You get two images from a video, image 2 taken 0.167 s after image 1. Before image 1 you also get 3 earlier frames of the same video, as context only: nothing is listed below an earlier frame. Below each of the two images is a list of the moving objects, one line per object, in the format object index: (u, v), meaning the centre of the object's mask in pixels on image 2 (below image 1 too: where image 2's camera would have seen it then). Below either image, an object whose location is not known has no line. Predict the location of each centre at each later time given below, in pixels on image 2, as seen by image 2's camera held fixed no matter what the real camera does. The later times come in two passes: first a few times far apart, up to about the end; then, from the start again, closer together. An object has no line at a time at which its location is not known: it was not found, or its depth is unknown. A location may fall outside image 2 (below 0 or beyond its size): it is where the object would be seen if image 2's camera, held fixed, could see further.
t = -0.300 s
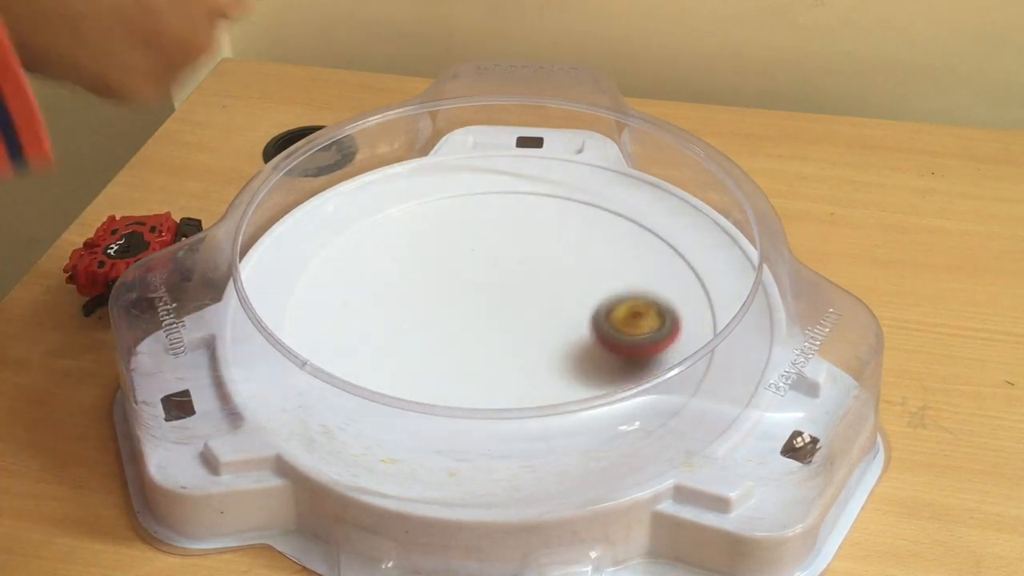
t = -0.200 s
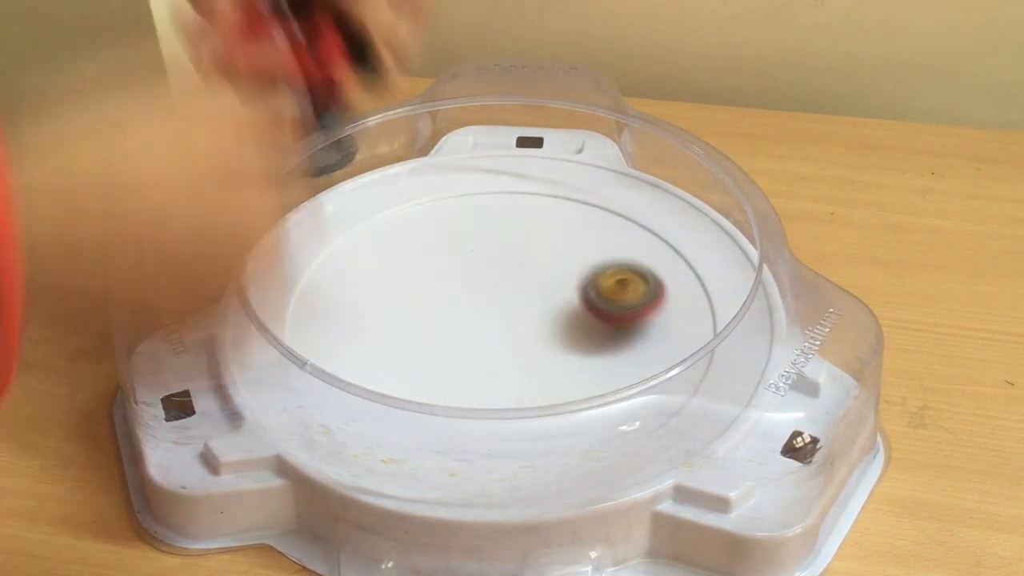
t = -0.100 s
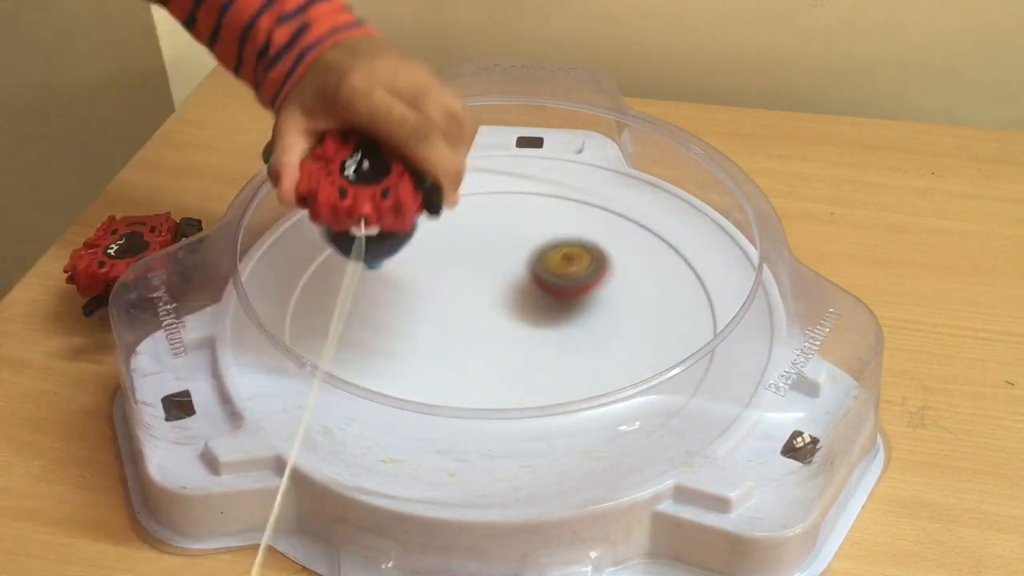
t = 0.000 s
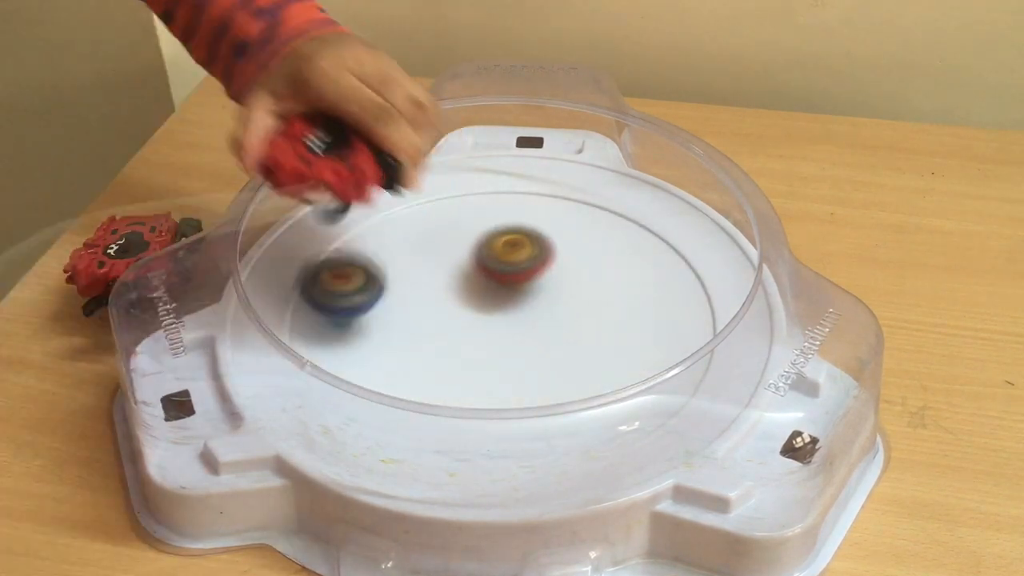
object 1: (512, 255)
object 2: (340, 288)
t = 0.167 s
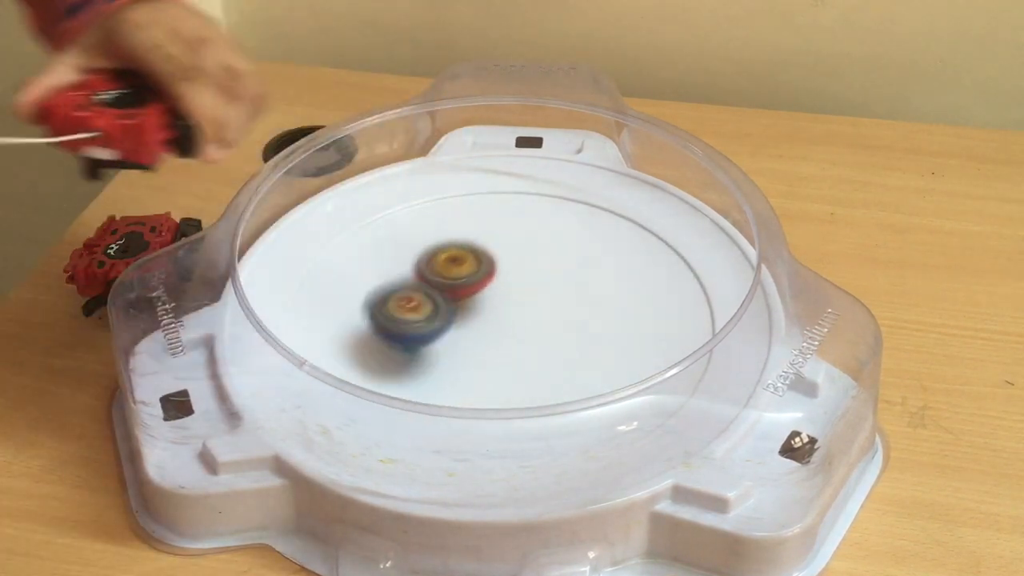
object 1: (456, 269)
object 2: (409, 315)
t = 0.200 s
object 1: (474, 262)
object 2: (401, 345)
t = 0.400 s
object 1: (560, 265)
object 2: (498, 424)
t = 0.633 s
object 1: (525, 288)
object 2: (619, 313)
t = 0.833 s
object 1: (449, 268)
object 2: (562, 257)
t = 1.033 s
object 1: (358, 291)
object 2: (581, 261)
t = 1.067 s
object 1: (360, 301)
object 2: (577, 265)
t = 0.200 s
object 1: (474, 262)
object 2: (401, 345)
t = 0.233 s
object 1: (494, 259)
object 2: (400, 367)
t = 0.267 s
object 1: (510, 253)
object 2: (404, 395)
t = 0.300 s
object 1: (527, 254)
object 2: (418, 412)
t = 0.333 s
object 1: (542, 258)
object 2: (439, 415)
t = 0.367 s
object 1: (552, 262)
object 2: (466, 424)
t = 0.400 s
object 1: (560, 265)
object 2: (498, 424)
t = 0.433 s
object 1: (564, 268)
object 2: (528, 425)
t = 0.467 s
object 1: (564, 271)
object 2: (559, 405)
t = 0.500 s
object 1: (561, 277)
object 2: (580, 377)
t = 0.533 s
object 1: (557, 284)
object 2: (598, 364)
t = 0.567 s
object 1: (550, 290)
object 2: (606, 345)
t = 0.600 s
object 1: (541, 295)
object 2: (611, 326)
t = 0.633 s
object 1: (525, 288)
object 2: (619, 313)
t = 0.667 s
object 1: (509, 280)
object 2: (619, 301)
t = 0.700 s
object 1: (495, 272)
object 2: (612, 290)
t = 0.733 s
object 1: (485, 268)
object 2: (600, 280)
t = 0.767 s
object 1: (478, 267)
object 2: (583, 272)
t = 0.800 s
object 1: (473, 270)
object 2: (563, 266)
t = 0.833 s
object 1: (449, 268)
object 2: (562, 257)
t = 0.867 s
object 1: (420, 271)
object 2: (572, 258)
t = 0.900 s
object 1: (393, 271)
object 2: (578, 258)
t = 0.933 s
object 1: (374, 272)
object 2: (582, 257)
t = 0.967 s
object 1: (363, 276)
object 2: (583, 258)
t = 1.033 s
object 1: (358, 291)
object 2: (581, 261)
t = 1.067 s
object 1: (360, 301)
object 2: (577, 265)
